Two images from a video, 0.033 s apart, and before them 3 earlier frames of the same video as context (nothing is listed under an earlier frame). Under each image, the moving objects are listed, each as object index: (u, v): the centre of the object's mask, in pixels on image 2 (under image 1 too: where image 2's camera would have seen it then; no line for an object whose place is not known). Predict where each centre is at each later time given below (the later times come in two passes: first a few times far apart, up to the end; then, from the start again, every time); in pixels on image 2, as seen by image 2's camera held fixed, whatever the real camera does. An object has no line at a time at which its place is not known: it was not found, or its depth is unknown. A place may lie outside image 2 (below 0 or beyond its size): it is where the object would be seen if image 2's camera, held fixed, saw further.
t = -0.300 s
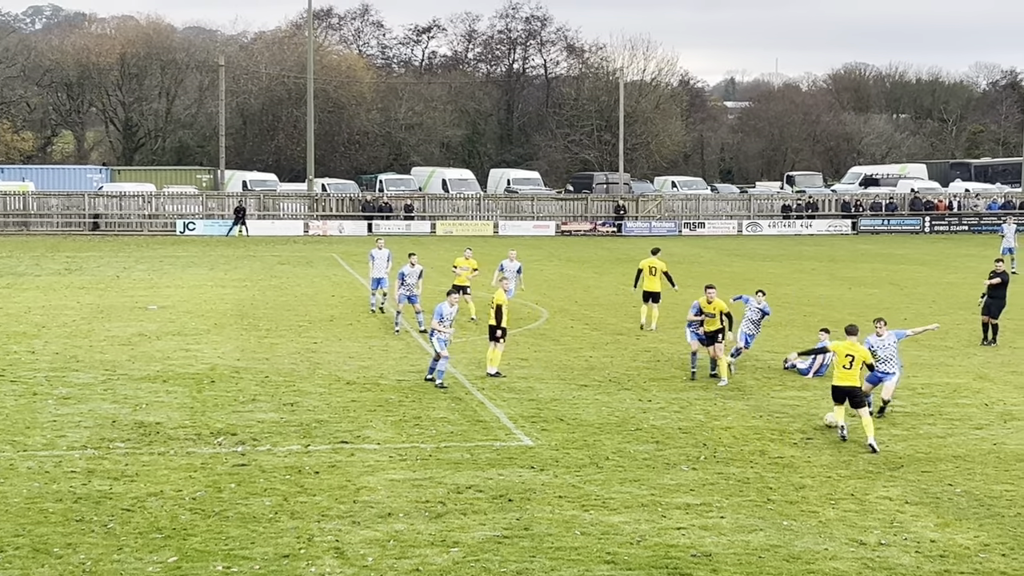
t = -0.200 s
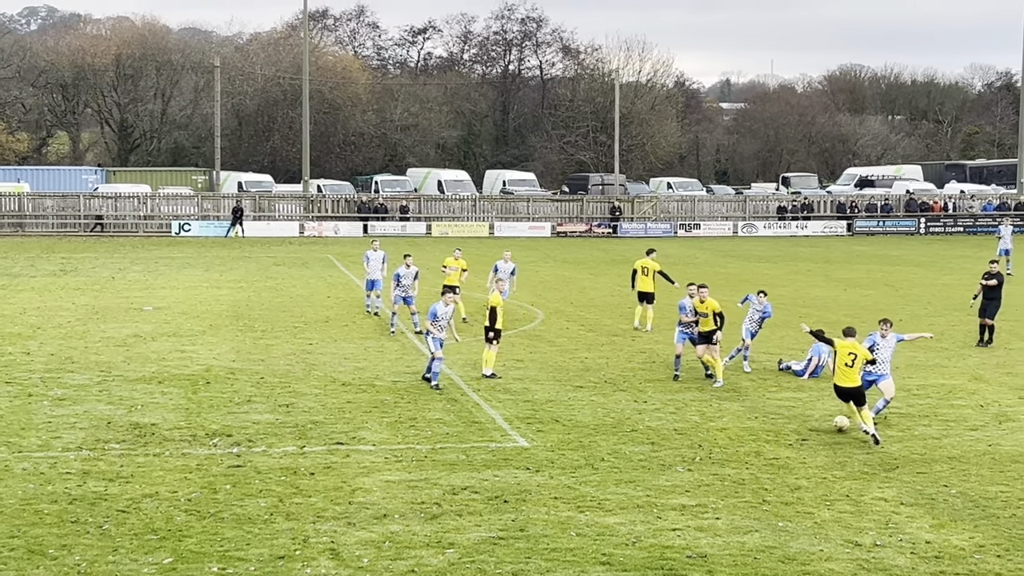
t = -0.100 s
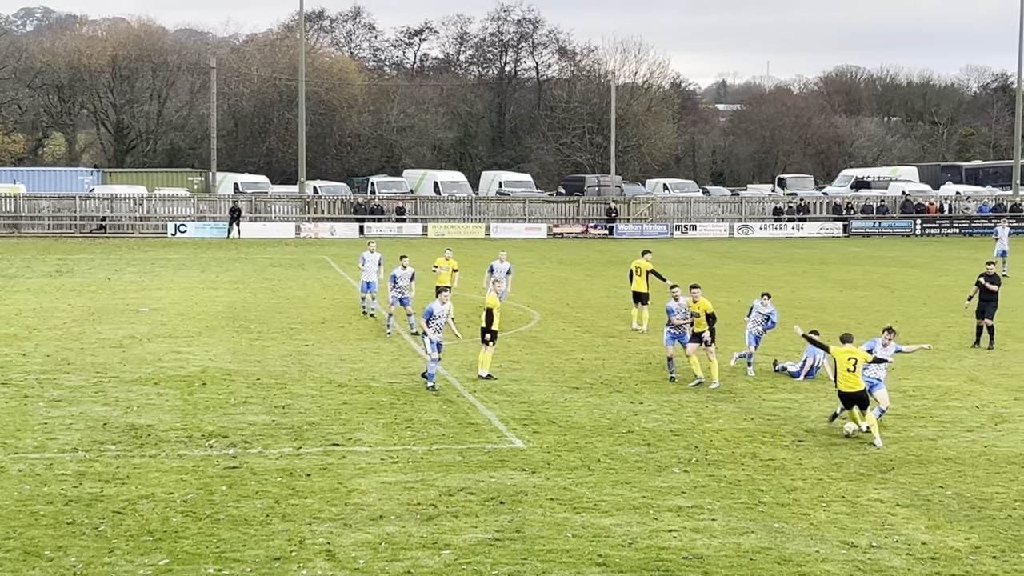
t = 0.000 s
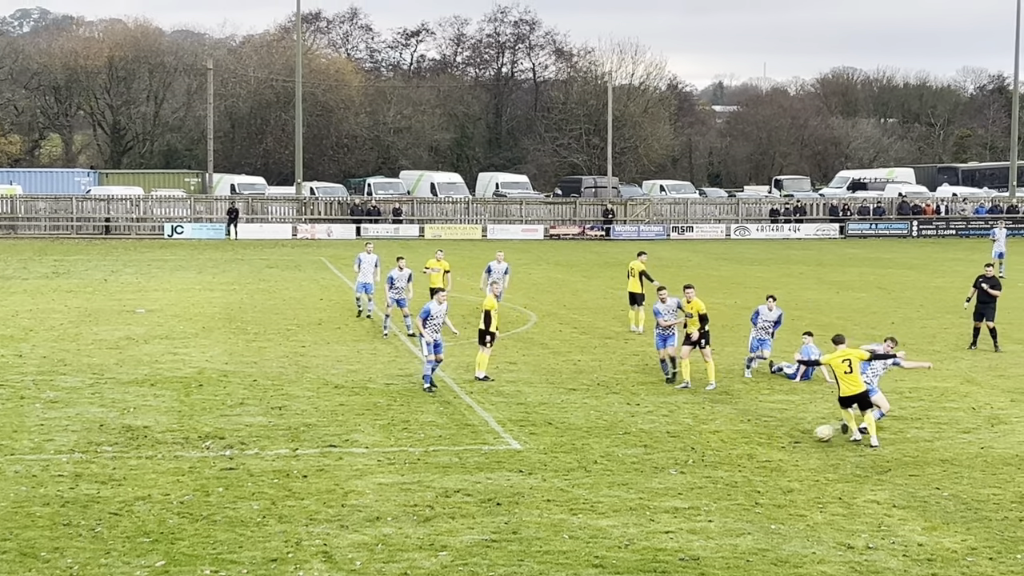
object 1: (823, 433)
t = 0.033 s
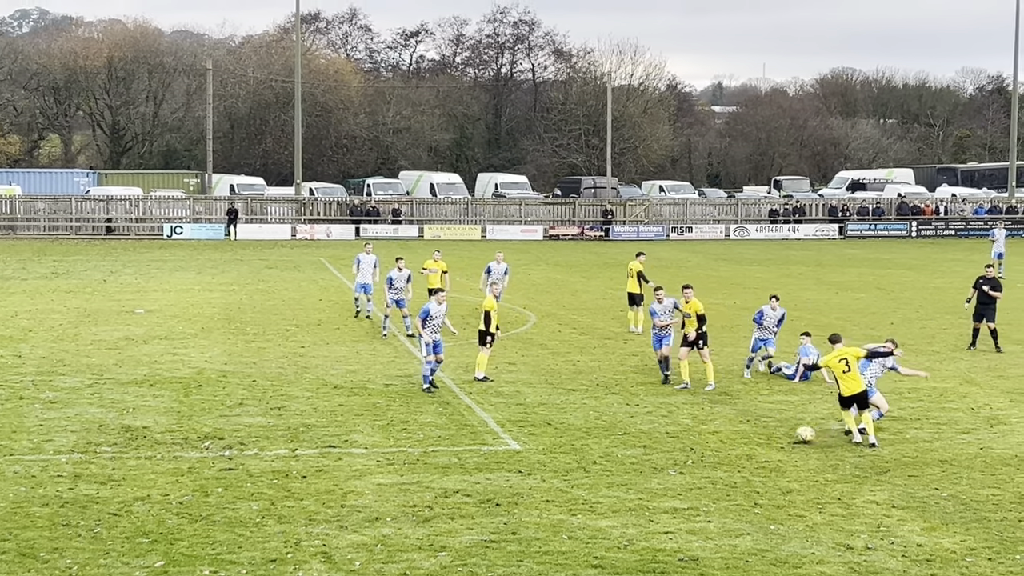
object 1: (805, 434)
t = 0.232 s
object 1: (708, 427)
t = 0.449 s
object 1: (605, 443)
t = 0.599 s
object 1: (546, 445)
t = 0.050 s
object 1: (797, 433)
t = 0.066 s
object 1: (789, 431)
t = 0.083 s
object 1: (781, 429)
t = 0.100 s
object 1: (773, 428)
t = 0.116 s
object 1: (764, 428)
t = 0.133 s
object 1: (756, 427)
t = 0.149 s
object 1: (748, 427)
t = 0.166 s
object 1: (740, 426)
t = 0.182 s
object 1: (733, 426)
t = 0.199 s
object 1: (723, 426)
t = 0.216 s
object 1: (716, 427)
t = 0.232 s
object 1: (708, 427)
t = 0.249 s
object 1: (699, 428)
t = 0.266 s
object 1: (691, 429)
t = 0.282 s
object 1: (684, 429)
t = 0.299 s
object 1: (676, 431)
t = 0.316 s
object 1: (668, 432)
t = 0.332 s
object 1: (658, 434)
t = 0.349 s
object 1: (652, 436)
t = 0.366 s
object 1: (643, 438)
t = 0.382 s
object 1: (635, 441)
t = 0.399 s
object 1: (627, 442)
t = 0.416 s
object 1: (619, 445)
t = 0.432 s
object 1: (612, 444)
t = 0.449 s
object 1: (605, 443)
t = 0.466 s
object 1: (599, 442)
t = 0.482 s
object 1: (592, 442)
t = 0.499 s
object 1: (586, 442)
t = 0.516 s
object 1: (579, 442)
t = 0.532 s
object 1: (573, 442)
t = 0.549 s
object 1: (566, 442)
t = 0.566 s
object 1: (559, 443)
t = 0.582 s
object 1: (552, 444)
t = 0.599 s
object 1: (546, 445)
